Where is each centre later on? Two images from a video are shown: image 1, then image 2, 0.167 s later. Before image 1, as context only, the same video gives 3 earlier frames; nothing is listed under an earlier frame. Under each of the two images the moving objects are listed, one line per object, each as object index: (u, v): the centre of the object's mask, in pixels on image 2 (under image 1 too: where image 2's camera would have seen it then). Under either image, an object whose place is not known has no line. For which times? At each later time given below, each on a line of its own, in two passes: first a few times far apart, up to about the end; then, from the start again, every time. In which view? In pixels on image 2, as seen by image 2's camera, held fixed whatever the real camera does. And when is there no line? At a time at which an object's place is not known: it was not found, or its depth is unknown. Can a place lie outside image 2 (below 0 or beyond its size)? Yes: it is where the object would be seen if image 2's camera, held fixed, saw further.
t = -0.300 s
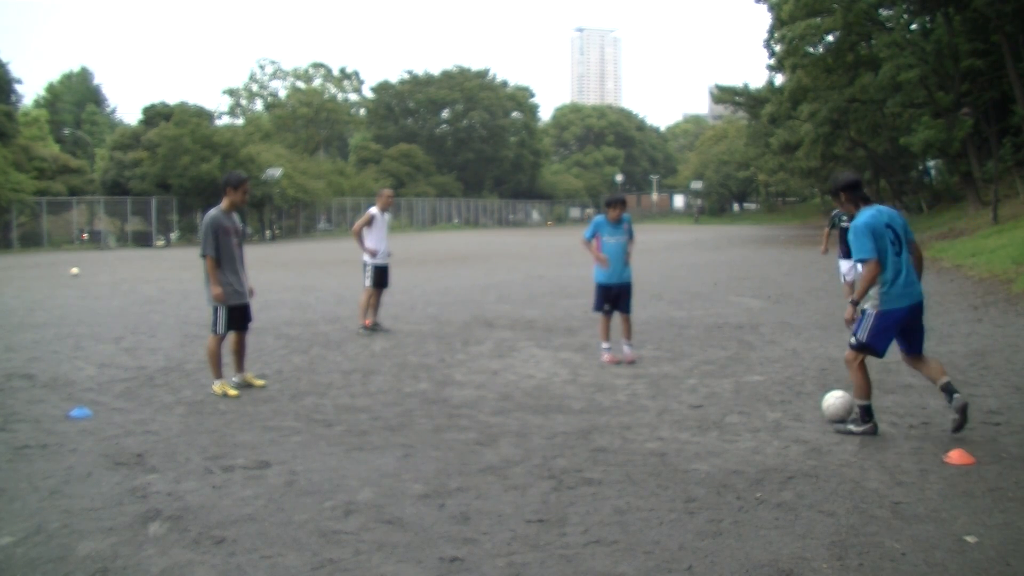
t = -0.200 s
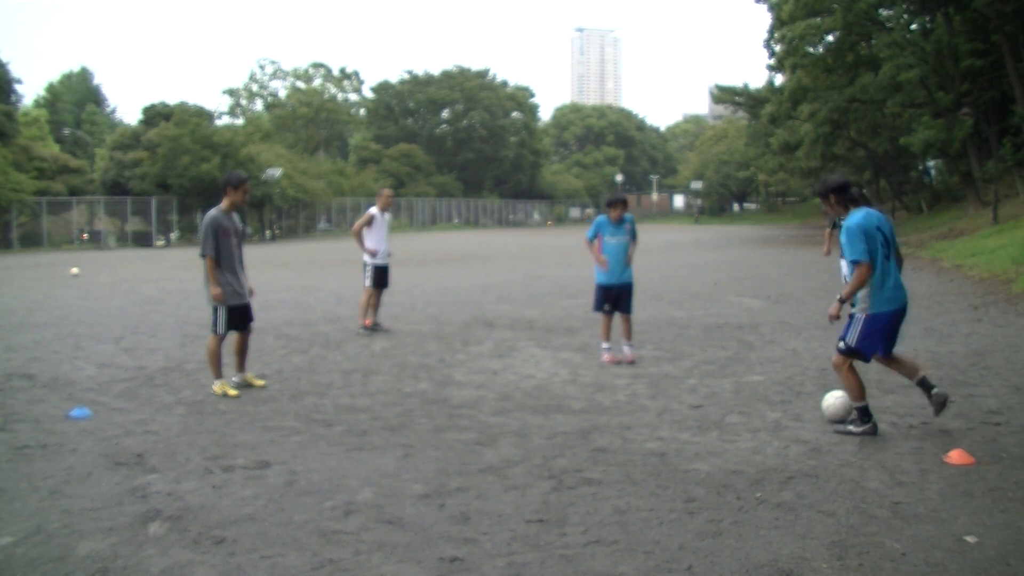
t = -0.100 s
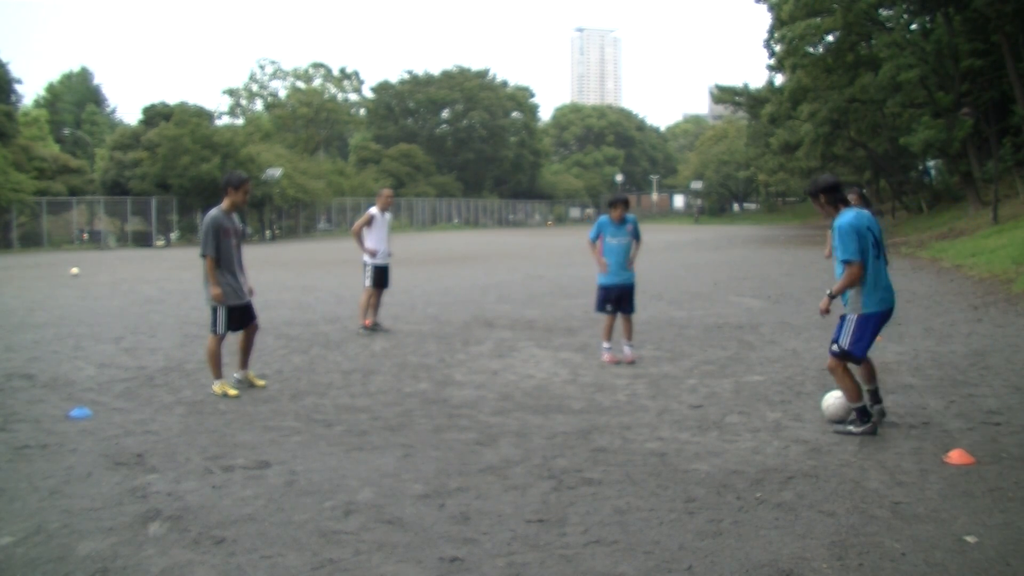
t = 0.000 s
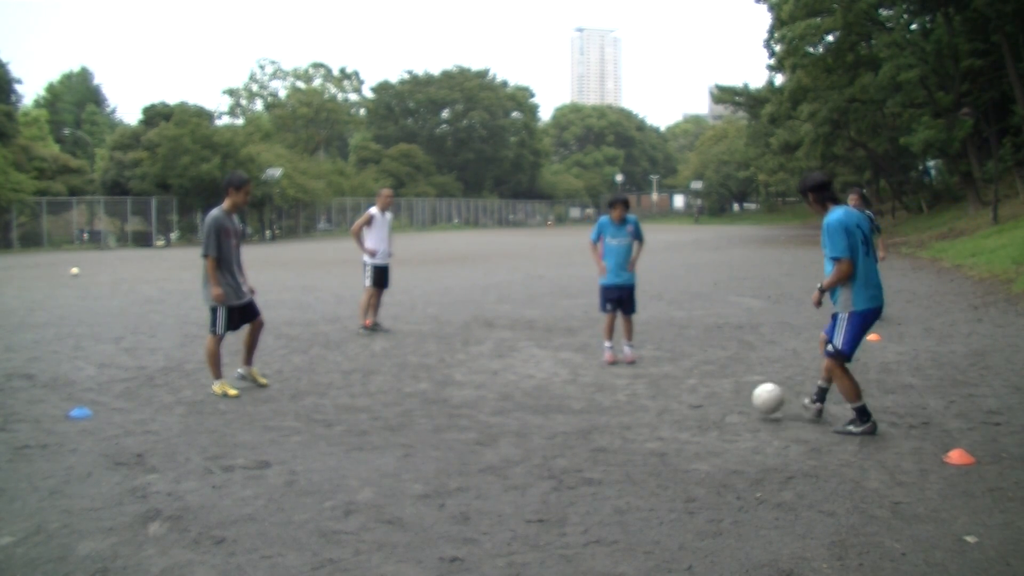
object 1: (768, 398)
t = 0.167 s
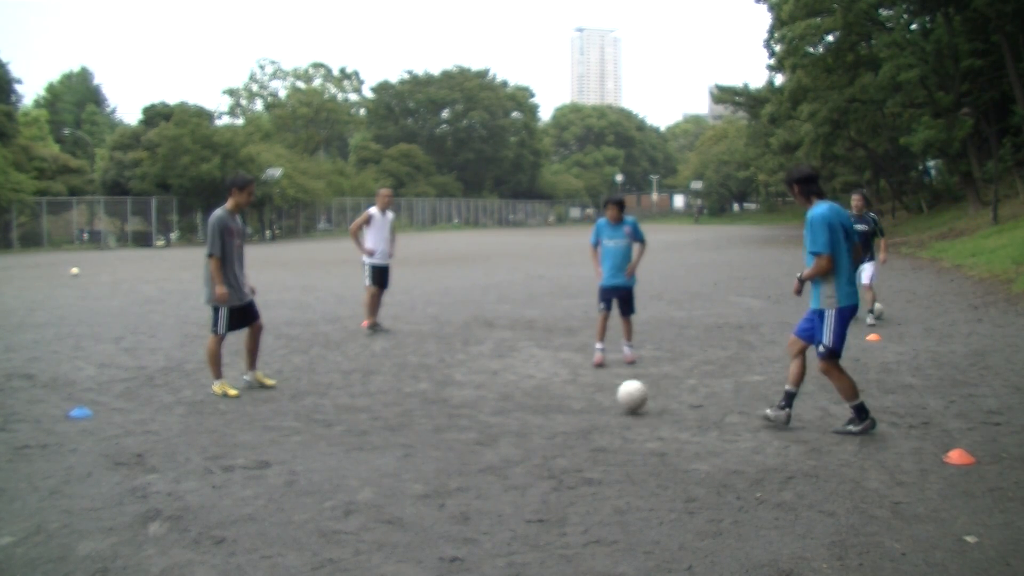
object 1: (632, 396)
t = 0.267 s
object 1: (567, 393)
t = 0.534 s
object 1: (433, 387)
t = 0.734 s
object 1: (348, 383)
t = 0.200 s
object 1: (608, 396)
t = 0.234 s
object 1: (586, 396)
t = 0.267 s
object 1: (567, 393)
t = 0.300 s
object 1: (548, 392)
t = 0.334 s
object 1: (528, 393)
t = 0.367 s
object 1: (511, 392)
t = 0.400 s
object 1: (495, 391)
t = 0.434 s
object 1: (478, 391)
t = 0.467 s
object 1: (462, 391)
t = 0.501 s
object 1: (447, 388)
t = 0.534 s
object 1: (433, 387)
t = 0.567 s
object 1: (418, 387)
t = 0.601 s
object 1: (403, 386)
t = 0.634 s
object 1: (389, 384)
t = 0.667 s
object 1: (375, 385)
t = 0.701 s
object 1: (361, 385)
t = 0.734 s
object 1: (348, 383)
